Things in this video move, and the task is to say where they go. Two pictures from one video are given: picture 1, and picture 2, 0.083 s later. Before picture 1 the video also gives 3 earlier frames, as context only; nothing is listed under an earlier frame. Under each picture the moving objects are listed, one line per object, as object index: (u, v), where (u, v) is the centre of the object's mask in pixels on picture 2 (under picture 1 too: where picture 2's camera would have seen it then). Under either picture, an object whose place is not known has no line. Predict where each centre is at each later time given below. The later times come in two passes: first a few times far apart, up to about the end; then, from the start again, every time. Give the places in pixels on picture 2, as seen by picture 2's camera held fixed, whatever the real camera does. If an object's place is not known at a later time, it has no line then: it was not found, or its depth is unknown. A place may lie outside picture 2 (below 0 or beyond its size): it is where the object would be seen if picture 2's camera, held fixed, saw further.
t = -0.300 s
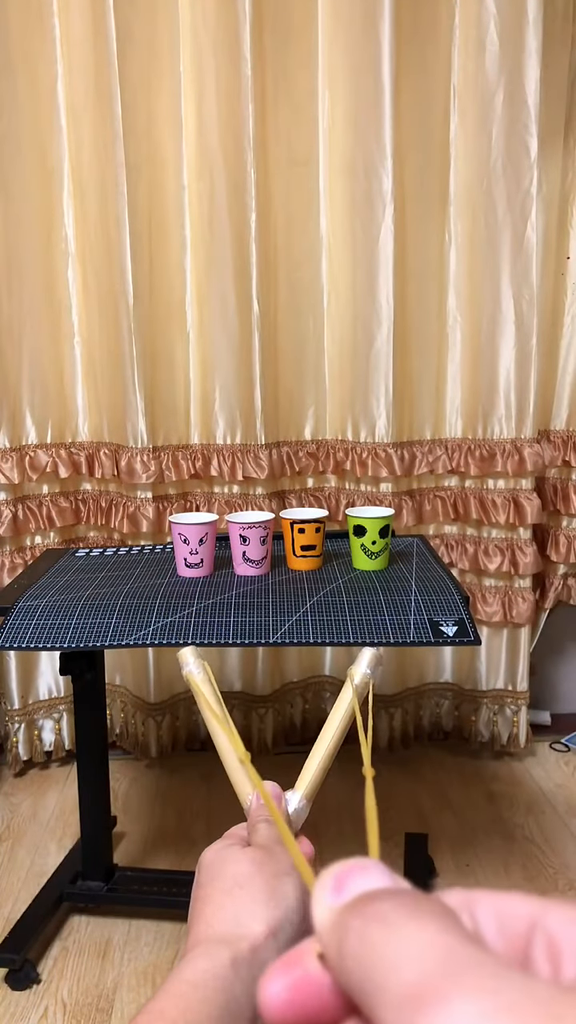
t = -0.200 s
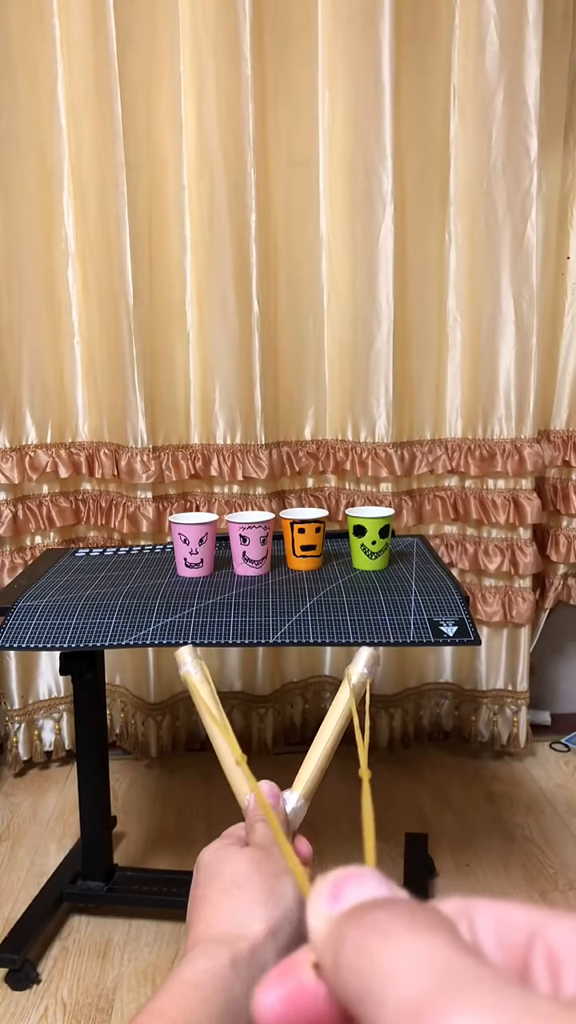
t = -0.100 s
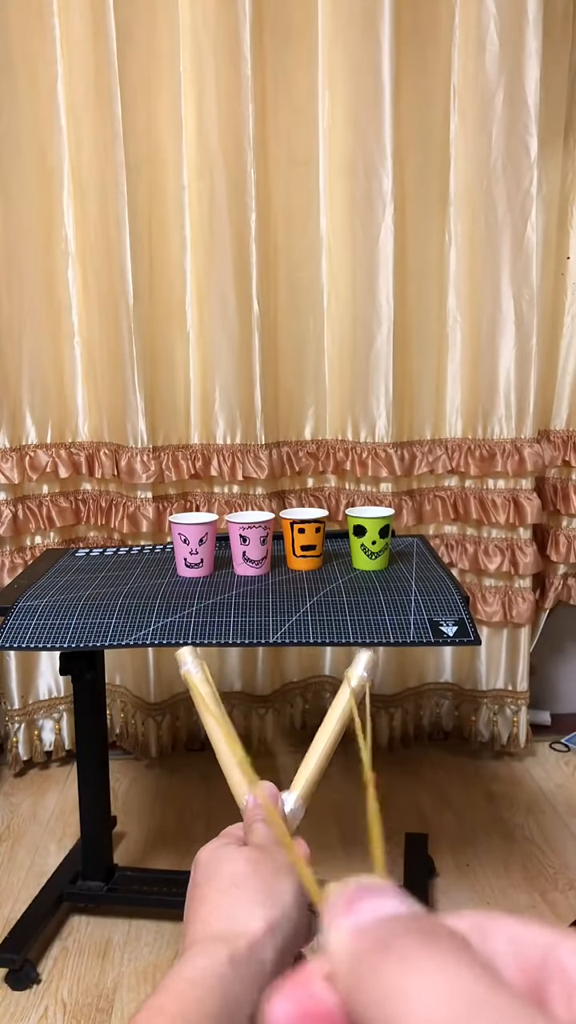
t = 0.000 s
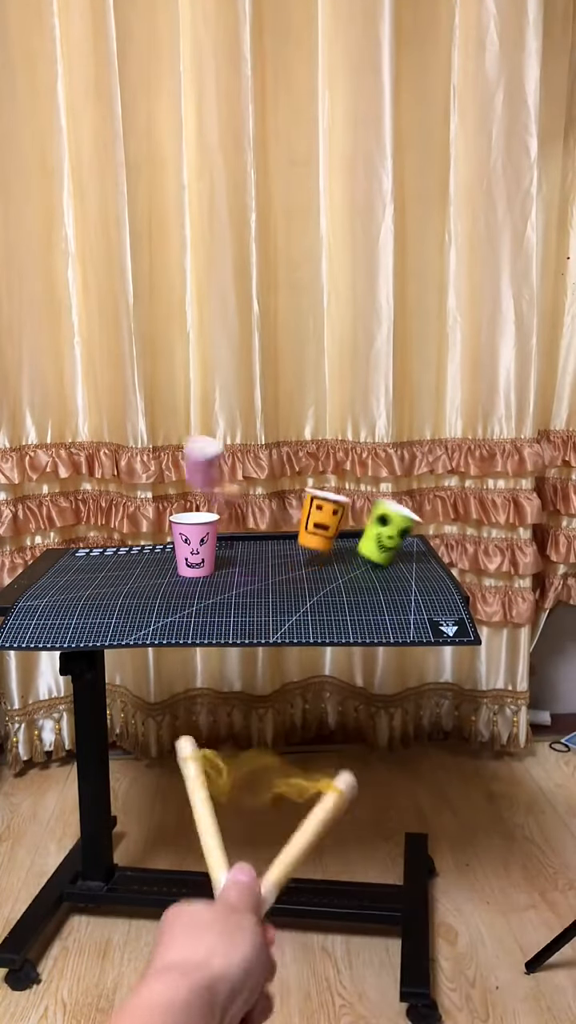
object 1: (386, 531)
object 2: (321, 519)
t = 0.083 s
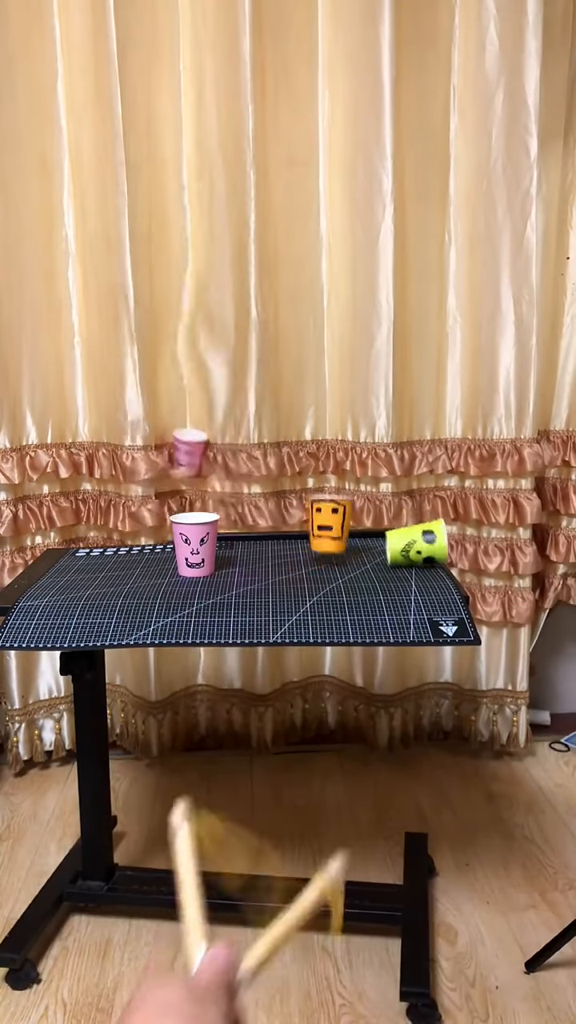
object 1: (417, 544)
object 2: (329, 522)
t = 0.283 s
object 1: (430, 546)
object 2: (329, 533)
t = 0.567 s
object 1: (428, 550)
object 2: (335, 534)
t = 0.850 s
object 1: (426, 554)
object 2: (334, 535)
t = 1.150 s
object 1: (416, 570)
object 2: (334, 535)
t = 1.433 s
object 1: (296, 623)
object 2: (334, 535)
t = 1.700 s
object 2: (334, 535)
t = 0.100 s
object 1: (419, 542)
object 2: (331, 528)
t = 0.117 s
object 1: (420, 540)
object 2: (331, 530)
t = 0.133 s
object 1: (421, 539)
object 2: (332, 531)
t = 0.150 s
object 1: (422, 540)
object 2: (332, 532)
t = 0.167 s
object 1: (423, 540)
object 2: (332, 533)
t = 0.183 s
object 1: (424, 541)
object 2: (332, 533)
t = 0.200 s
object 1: (425, 542)
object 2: (331, 533)
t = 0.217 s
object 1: (428, 545)
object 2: (330, 533)
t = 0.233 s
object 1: (429, 546)
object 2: (329, 533)
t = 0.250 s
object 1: (429, 545)
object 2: (329, 533)
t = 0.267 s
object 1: (429, 545)
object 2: (329, 533)
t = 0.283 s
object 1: (430, 546)
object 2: (329, 533)
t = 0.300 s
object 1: (429, 546)
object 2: (330, 533)
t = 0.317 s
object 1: (429, 546)
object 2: (331, 534)
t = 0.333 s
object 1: (429, 547)
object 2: (332, 535)
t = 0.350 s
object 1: (429, 547)
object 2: (334, 534)
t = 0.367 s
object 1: (429, 547)
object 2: (335, 534)
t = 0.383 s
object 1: (429, 547)
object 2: (335, 534)
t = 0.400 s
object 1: (429, 547)
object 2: (336, 534)
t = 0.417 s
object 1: (429, 548)
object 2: (336, 533)
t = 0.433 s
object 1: (429, 548)
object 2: (336, 534)
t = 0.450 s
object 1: (429, 548)
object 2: (337, 534)
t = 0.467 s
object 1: (428, 548)
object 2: (337, 535)
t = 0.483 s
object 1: (428, 549)
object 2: (337, 534)
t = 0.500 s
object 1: (429, 549)
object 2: (337, 534)
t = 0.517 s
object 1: (428, 549)
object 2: (337, 534)
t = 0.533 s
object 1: (428, 549)
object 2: (336, 534)
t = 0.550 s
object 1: (428, 549)
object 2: (335, 534)
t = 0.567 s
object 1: (428, 550)
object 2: (335, 534)
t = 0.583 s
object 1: (428, 550)
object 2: (335, 534)
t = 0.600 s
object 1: (428, 550)
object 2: (335, 535)
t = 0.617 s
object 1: (428, 550)
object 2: (335, 535)
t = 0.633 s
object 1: (427, 550)
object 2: (335, 535)
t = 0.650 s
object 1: (428, 551)
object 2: (335, 535)
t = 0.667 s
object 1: (427, 551)
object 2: (335, 535)
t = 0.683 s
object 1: (427, 551)
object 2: (335, 535)
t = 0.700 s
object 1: (427, 552)
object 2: (335, 535)
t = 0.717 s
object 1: (427, 552)
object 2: (335, 535)
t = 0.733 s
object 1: (427, 552)
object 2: (334, 535)
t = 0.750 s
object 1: (427, 552)
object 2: (334, 535)
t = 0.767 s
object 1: (427, 553)
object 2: (334, 535)
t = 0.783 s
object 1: (427, 553)
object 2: (334, 535)
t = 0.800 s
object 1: (427, 553)
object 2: (334, 535)
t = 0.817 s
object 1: (426, 553)
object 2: (334, 535)
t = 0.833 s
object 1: (426, 554)
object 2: (334, 535)
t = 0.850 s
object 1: (426, 554)
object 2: (334, 535)
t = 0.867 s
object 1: (426, 554)
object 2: (334, 535)
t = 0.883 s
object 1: (426, 555)
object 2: (334, 535)
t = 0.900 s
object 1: (426, 555)
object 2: (334, 535)
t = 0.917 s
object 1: (426, 556)
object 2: (334, 535)
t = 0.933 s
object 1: (426, 556)
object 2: (334, 535)
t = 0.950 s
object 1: (425, 556)
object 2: (334, 535)
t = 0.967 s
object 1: (425, 557)
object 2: (334, 535)
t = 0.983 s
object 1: (425, 557)
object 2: (334, 535)
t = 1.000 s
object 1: (425, 558)
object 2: (334, 535)
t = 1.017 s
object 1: (424, 559)
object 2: (334, 535)
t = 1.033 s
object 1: (424, 560)
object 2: (334, 535)
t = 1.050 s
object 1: (423, 560)
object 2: (334, 535)
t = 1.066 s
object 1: (422, 561)
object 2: (334, 535)
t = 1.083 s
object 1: (422, 563)
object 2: (334, 535)
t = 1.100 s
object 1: (421, 564)
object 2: (334, 535)
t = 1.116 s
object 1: (419, 566)
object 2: (334, 535)
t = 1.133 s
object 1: (418, 568)
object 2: (334, 535)
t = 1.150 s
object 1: (416, 570)
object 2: (334, 535)
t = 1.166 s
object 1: (414, 572)
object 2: (334, 535)
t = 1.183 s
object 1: (411, 574)
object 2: (334, 535)
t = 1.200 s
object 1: (409, 576)
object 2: (335, 535)
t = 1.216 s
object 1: (406, 579)
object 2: (335, 535)
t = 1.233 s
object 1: (402, 582)
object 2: (335, 535)
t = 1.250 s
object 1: (398, 585)
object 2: (335, 535)
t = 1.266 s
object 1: (393, 588)
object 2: (335, 535)
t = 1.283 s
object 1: (387, 591)
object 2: (335, 535)
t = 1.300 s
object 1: (380, 595)
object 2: (334, 535)
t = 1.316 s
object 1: (372, 598)
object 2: (334, 535)
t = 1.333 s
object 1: (363, 602)
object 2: (334, 535)
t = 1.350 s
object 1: (354, 606)
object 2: (335, 535)
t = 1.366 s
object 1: (343, 610)
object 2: (334, 535)
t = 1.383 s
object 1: (332, 614)
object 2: (334, 535)
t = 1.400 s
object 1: (321, 618)
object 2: (334, 535)
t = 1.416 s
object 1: (309, 621)
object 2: (334, 535)
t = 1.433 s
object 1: (296, 623)
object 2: (334, 535)
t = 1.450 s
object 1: (284, 626)
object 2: (334, 535)
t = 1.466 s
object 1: (272, 628)
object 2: (334, 535)
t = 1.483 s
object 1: (259, 629)
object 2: (334, 535)
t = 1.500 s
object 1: (247, 631)
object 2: (334, 535)
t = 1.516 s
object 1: (235, 634)
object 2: (334, 535)
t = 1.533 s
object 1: (224, 640)
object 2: (334, 535)
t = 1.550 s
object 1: (213, 649)
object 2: (335, 535)
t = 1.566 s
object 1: (202, 666)
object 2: (334, 535)
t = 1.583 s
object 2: (335, 535)
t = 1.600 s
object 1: (181, 721)
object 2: (334, 535)
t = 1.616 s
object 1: (172, 759)
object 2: (334, 535)
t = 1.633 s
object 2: (335, 535)
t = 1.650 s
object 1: (157, 854)
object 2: (334, 535)
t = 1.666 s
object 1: (153, 903)
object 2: (334, 535)
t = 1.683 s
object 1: (150, 960)
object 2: (335, 535)
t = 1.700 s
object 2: (334, 535)
